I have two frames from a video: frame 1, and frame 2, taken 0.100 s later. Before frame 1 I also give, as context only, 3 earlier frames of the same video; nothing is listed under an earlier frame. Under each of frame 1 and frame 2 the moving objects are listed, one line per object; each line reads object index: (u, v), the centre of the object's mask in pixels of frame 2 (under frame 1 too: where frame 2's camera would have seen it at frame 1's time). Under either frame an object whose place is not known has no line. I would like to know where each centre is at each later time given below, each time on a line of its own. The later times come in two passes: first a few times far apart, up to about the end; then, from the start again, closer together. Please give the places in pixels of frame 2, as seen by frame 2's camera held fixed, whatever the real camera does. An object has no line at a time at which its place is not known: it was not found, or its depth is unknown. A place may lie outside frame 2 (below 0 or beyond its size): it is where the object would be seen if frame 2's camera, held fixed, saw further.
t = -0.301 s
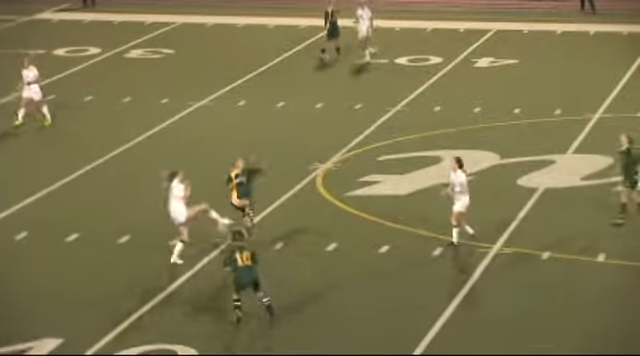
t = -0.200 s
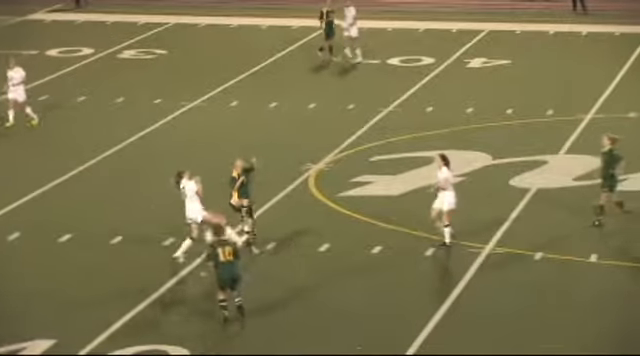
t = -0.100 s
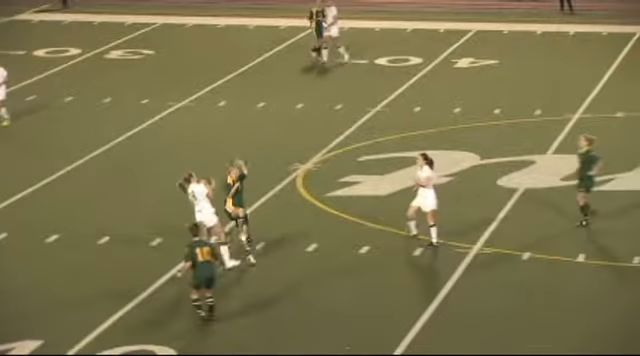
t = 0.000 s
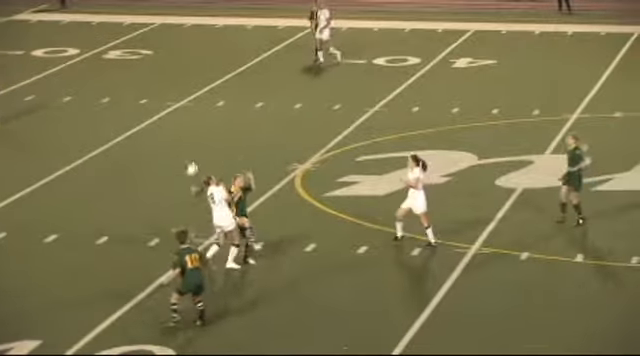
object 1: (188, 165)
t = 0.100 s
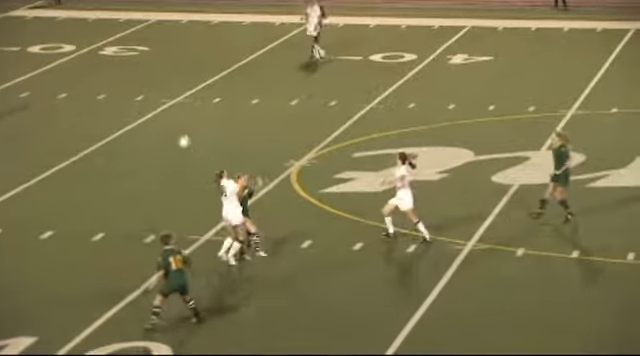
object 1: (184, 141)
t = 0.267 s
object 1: (179, 115)
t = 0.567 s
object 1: (166, 105)
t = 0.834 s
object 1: (154, 134)
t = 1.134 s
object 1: (146, 148)
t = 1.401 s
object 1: (150, 119)
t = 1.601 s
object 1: (153, 118)
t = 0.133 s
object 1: (183, 135)
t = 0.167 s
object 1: (181, 129)
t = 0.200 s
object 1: (181, 125)
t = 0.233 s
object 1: (179, 120)
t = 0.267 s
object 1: (179, 115)
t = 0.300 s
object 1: (176, 111)
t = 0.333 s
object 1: (175, 108)
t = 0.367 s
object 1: (175, 107)
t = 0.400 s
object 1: (173, 106)
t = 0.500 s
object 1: (170, 104)
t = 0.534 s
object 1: (168, 104)
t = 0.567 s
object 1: (166, 105)
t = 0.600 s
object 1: (166, 106)
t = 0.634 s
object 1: (164, 110)
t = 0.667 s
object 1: (162, 113)
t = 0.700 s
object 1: (160, 116)
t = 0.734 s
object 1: (159, 120)
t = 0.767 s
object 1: (157, 124)
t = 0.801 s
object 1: (155, 130)
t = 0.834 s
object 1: (154, 134)
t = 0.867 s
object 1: (153, 142)
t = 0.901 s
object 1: (149, 148)
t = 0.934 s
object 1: (148, 154)
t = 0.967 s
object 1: (146, 162)
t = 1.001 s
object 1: (145, 171)
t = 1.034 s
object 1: (143, 169)
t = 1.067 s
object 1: (145, 161)
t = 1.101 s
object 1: (145, 154)
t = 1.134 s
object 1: (146, 148)
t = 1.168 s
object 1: (146, 142)
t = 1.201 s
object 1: (147, 137)
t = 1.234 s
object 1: (148, 132)
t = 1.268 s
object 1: (148, 129)
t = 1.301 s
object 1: (149, 125)
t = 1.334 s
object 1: (149, 123)
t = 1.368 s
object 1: (150, 120)
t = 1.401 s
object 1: (150, 119)
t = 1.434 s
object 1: (150, 118)
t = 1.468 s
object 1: (151, 116)
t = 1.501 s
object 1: (151, 117)
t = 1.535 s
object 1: (152, 116)
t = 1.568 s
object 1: (152, 117)
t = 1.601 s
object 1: (153, 118)
